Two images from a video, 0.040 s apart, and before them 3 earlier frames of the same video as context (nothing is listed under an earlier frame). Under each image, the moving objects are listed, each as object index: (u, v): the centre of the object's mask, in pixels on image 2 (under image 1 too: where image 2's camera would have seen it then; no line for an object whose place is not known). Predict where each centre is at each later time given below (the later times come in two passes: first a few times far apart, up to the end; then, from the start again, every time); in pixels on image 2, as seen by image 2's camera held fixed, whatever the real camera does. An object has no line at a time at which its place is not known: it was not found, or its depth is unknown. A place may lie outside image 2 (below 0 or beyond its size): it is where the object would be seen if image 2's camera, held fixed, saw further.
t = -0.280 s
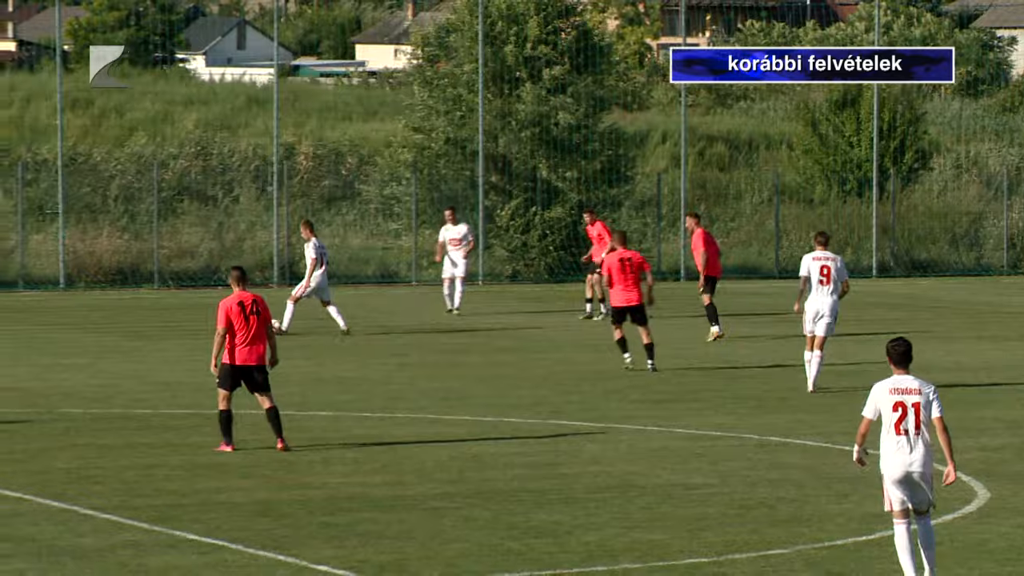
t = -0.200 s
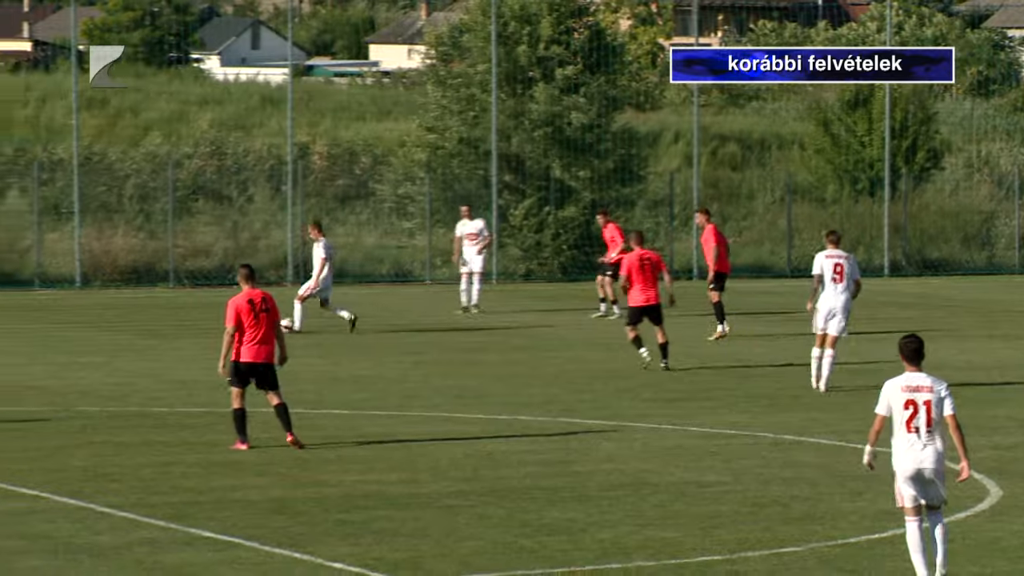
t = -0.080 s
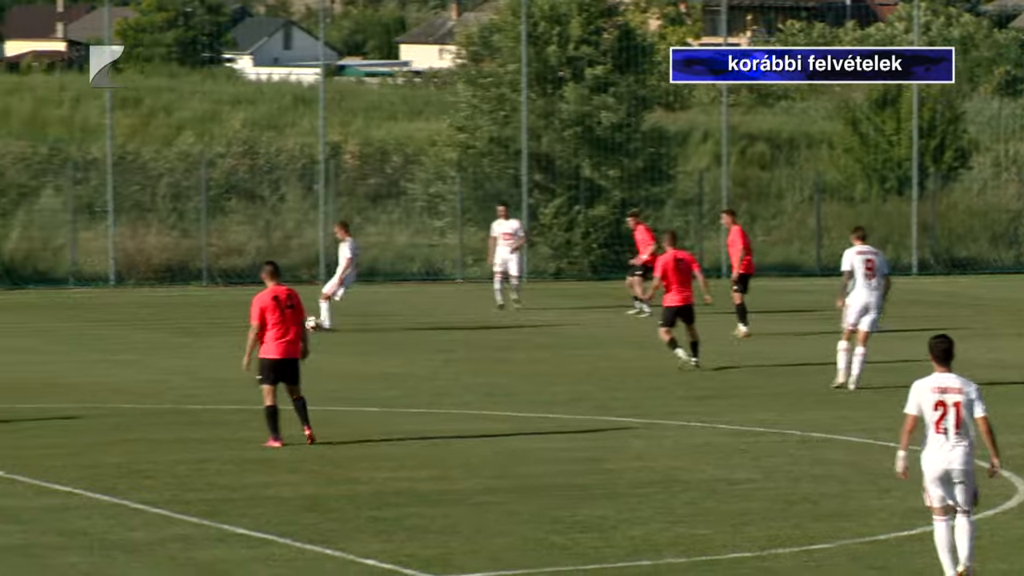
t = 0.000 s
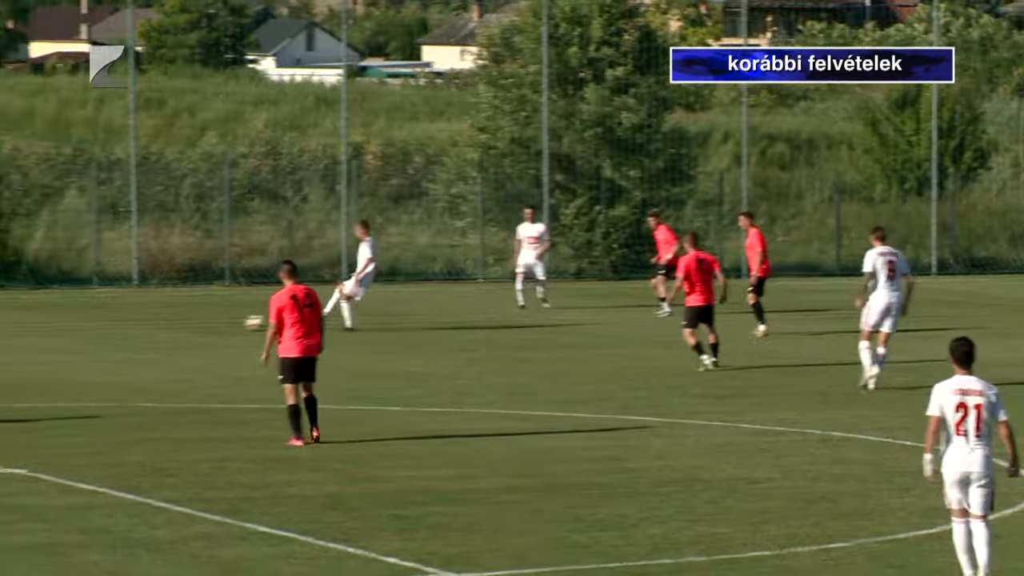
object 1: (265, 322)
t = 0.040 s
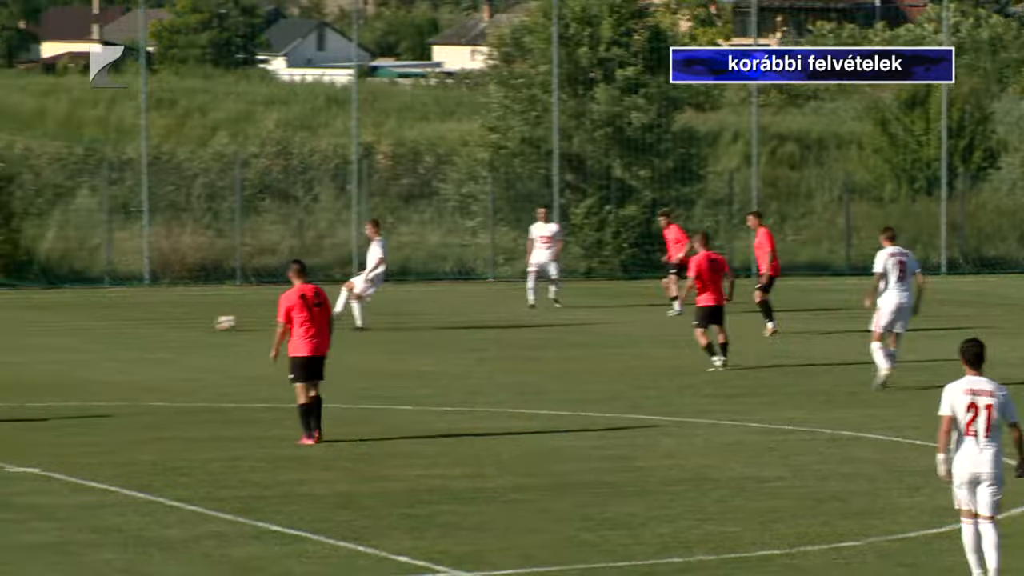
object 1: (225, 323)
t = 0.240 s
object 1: (47, 325)
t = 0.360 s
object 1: (-47, 325)
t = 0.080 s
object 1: (186, 324)
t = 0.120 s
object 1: (149, 325)
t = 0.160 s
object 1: (116, 324)
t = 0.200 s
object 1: (81, 323)
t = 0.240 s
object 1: (47, 325)
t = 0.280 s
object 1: (13, 326)
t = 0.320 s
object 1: (-18, 327)
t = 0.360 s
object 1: (-47, 325)
